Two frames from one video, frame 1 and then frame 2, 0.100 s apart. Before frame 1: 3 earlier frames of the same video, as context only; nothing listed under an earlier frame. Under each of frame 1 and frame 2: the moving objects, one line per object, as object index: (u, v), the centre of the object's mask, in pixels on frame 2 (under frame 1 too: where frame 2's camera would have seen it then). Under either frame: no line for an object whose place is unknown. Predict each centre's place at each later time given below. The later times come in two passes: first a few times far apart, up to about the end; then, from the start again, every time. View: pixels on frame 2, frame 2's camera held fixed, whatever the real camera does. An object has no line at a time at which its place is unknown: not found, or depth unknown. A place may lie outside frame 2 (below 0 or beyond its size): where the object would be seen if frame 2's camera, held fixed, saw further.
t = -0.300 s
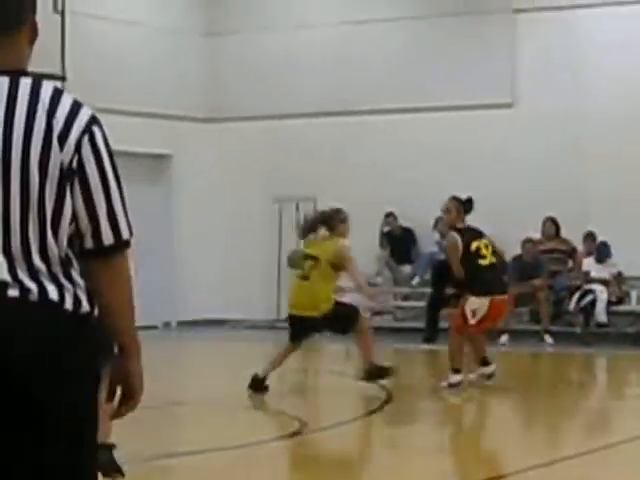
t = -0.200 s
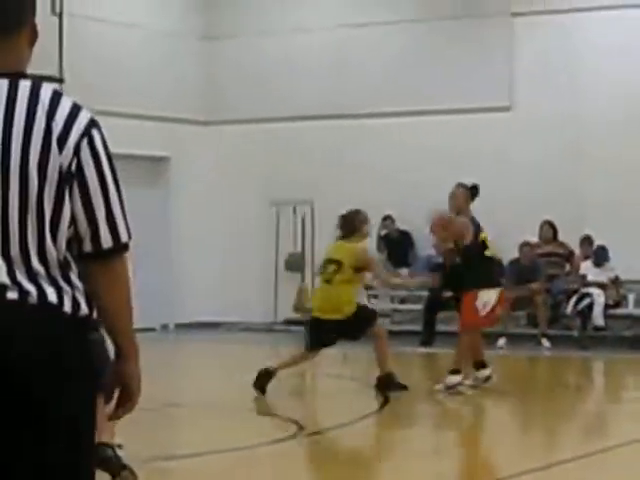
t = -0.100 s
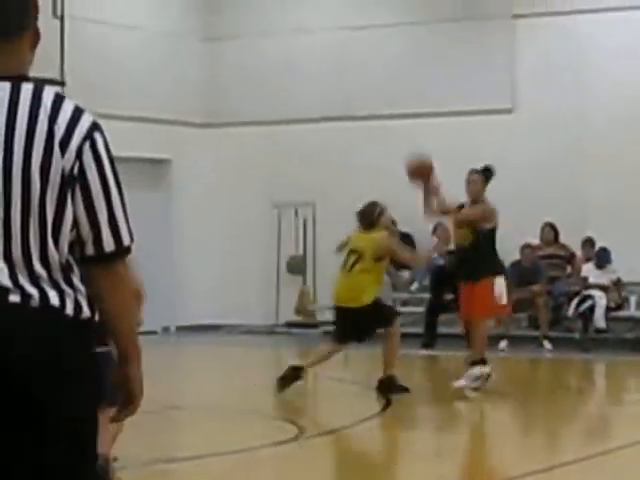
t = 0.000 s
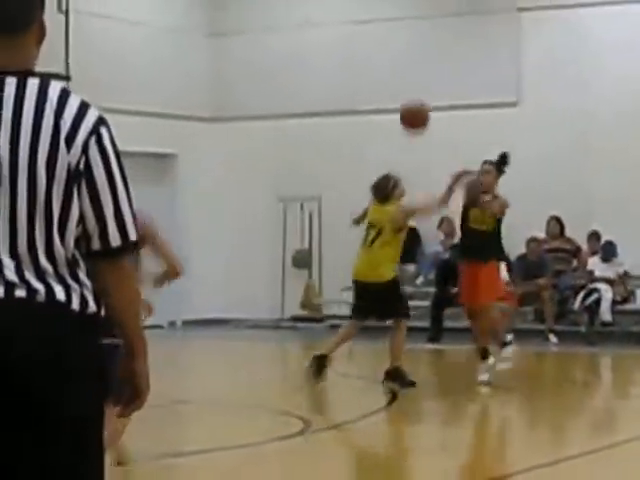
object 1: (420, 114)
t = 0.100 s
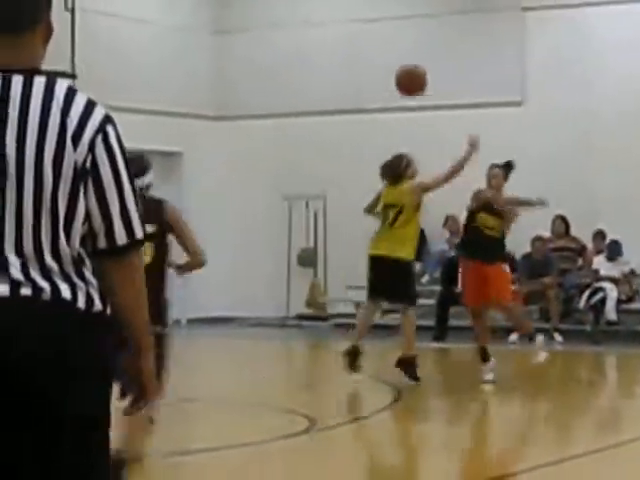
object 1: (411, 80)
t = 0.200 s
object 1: (400, 55)
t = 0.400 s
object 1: (371, 41)
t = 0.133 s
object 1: (407, 71)
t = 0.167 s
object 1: (404, 62)
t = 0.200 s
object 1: (400, 55)
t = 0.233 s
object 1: (396, 49)
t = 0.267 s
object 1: (391, 44)
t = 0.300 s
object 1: (387, 41)
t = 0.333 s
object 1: (382, 39)
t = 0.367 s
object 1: (376, 39)
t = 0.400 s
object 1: (371, 41)
